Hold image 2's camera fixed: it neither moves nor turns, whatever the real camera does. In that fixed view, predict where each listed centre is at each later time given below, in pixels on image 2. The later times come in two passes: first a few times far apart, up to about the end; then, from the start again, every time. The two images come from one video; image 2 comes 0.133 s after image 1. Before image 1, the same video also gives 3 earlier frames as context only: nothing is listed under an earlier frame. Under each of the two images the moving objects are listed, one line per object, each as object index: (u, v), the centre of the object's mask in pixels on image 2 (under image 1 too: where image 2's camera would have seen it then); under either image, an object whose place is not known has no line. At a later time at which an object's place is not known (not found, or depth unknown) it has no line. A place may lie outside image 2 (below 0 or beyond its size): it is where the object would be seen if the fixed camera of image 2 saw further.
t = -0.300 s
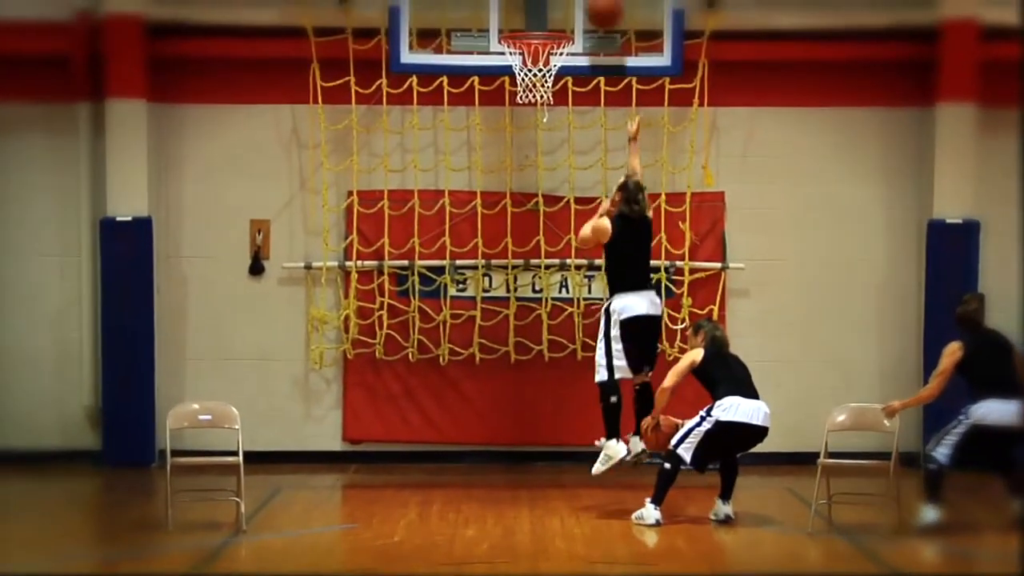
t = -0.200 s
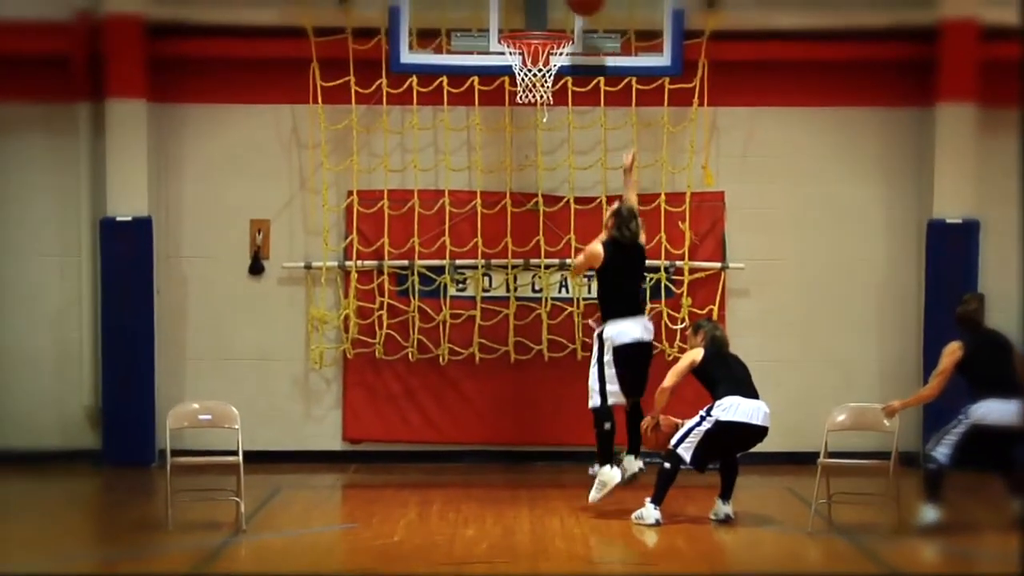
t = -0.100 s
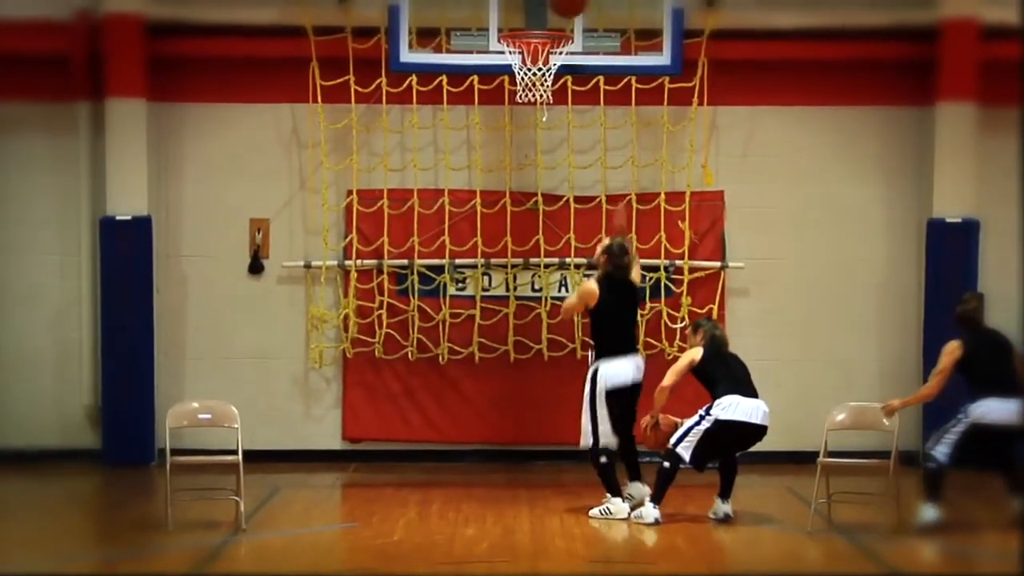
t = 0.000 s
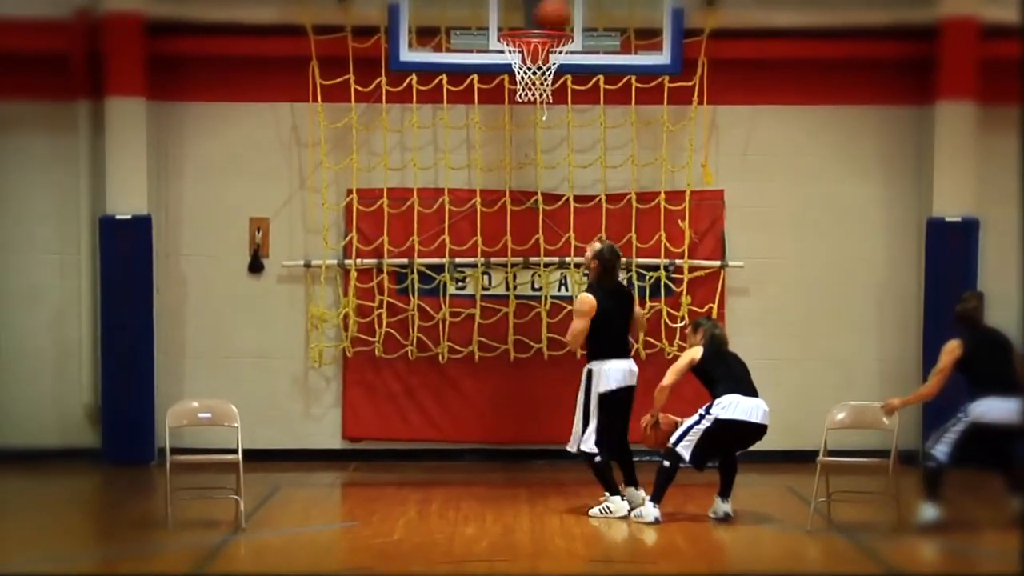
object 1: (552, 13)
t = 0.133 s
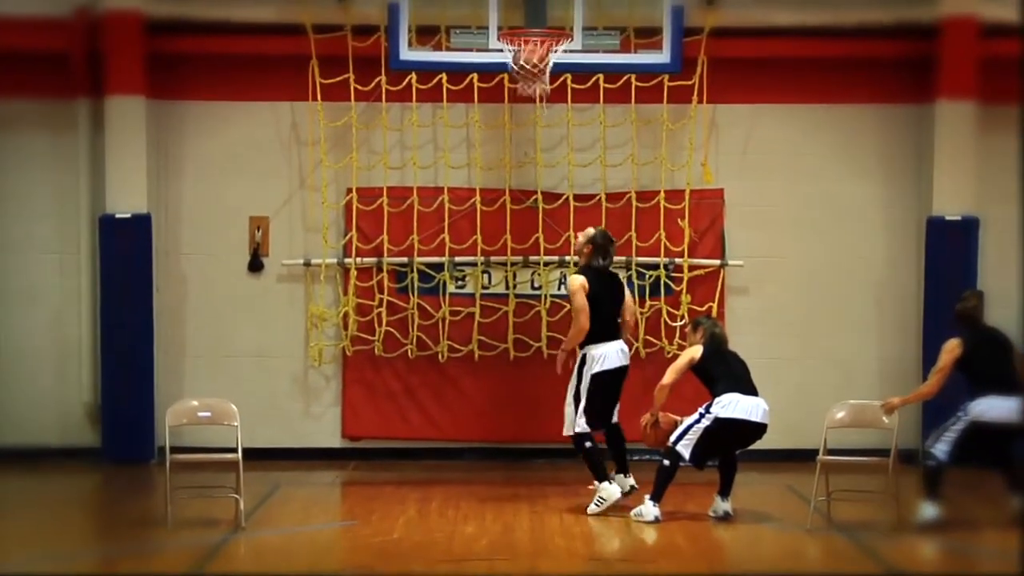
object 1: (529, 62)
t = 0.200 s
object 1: (529, 84)
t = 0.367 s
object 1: (522, 147)
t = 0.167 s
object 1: (520, 83)
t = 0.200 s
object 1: (529, 84)
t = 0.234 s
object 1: (525, 92)
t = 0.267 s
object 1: (525, 102)
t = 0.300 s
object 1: (524, 115)
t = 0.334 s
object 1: (523, 131)
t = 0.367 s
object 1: (522, 147)
